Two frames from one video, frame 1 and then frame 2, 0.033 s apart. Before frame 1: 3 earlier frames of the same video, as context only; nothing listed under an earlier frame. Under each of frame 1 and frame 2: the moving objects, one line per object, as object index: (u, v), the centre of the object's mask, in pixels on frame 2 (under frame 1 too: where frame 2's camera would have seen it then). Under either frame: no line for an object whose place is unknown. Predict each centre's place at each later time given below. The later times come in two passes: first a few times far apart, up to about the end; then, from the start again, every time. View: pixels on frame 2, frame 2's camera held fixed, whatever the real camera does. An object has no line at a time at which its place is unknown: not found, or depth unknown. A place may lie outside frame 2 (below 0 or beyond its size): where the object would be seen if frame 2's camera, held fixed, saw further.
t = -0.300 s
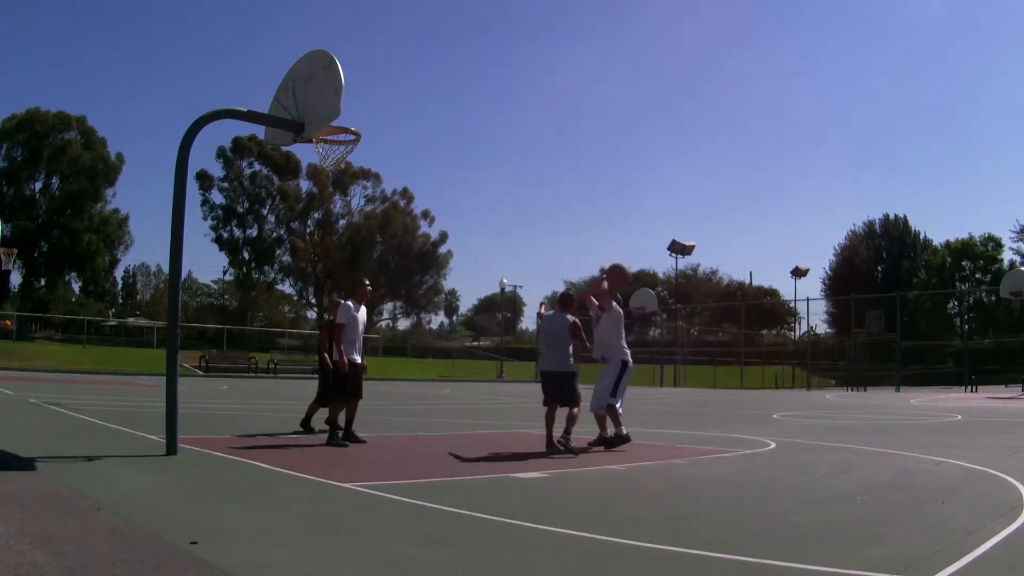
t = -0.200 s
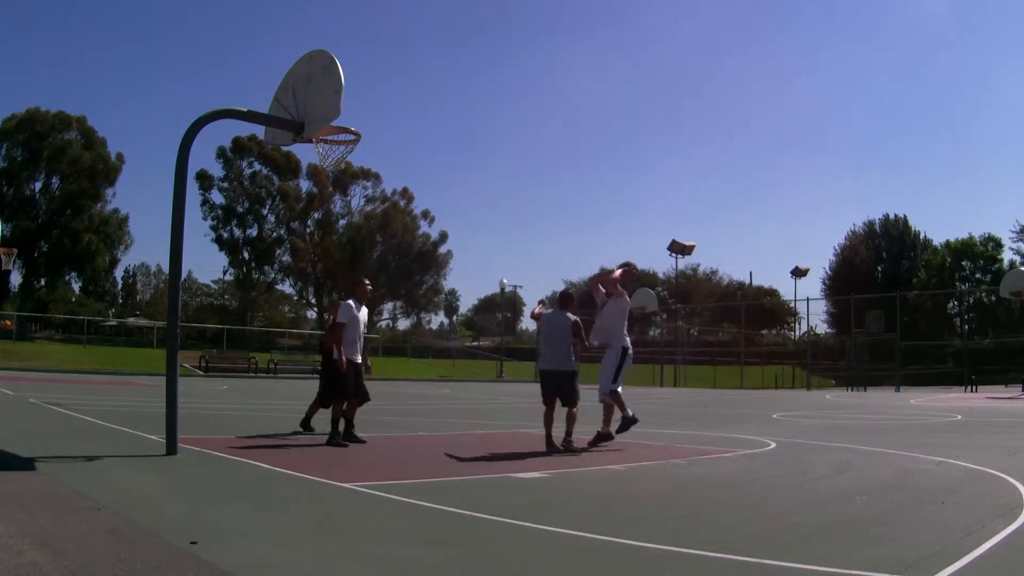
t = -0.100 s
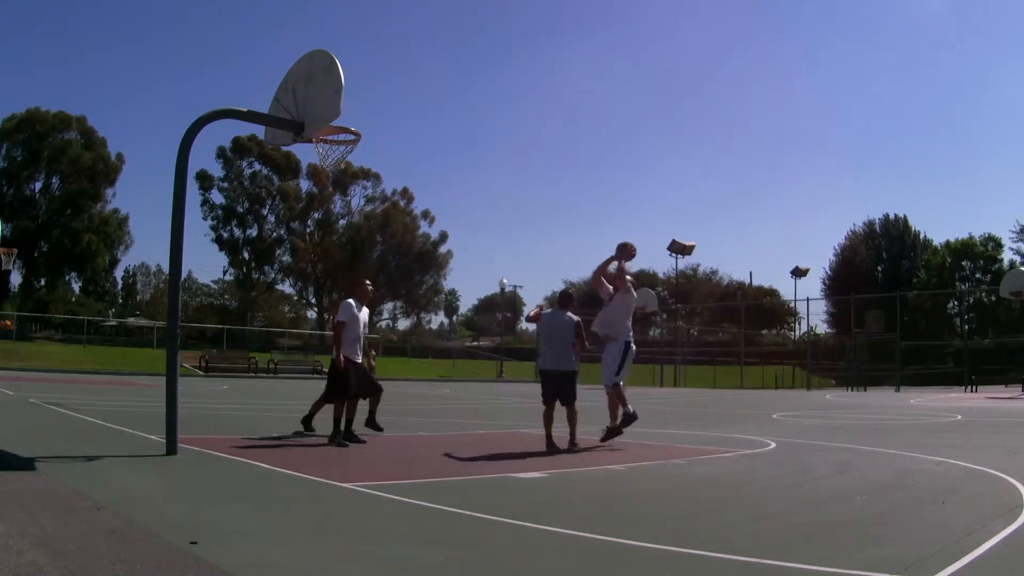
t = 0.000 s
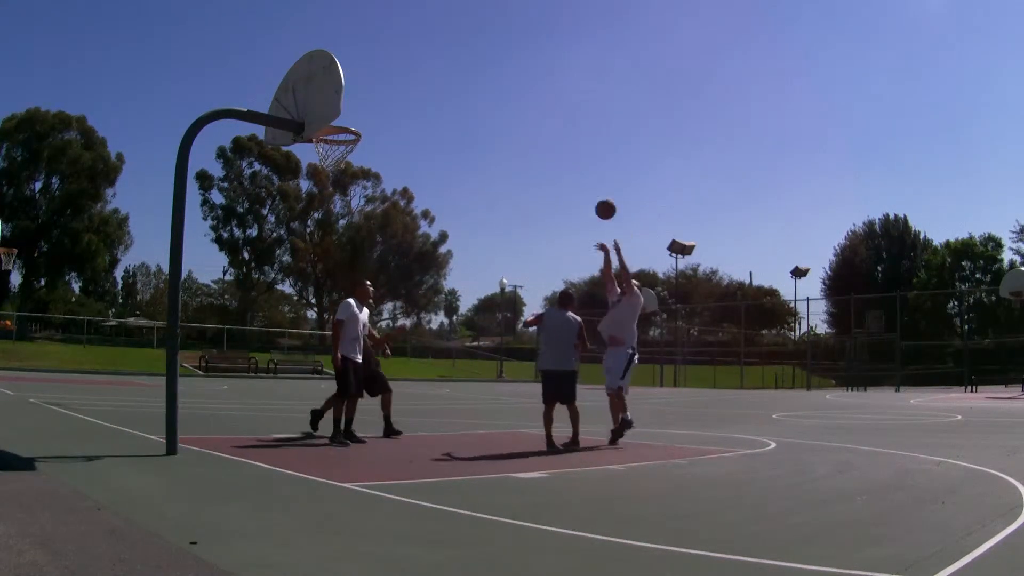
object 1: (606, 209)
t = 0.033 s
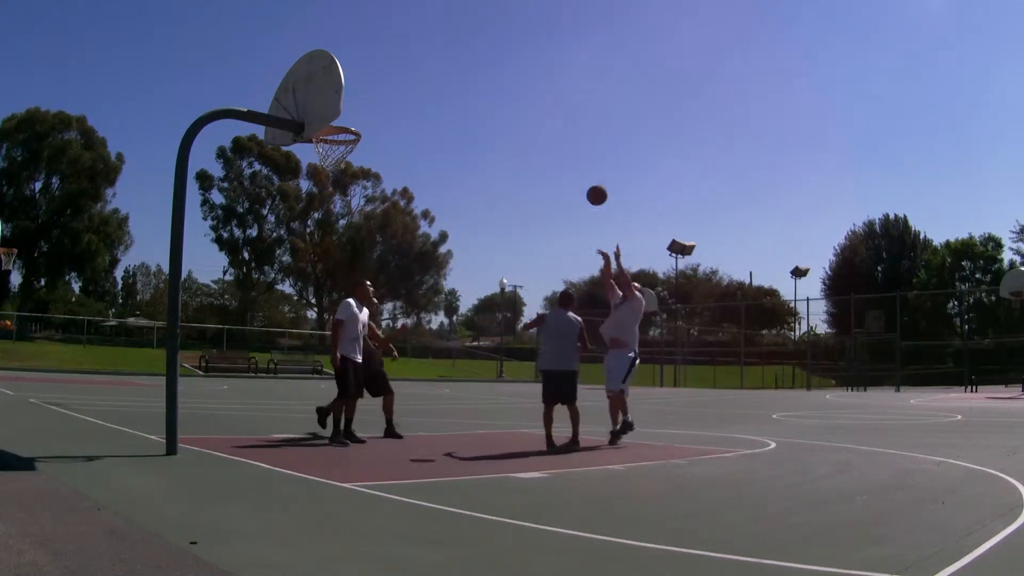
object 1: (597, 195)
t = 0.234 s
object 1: (542, 126)
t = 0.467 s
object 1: (474, 85)
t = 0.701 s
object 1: (399, 91)
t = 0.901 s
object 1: (327, 144)
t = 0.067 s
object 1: (588, 182)
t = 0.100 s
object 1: (579, 169)
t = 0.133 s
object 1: (570, 157)
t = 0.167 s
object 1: (561, 146)
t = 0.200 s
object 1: (552, 136)
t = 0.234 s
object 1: (542, 126)
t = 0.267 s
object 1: (533, 118)
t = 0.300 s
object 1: (524, 110)
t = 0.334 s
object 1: (514, 103)
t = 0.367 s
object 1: (504, 97)
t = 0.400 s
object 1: (494, 92)
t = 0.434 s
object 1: (484, 88)
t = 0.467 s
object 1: (474, 85)
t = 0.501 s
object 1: (464, 83)
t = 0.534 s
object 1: (453, 82)
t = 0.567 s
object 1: (443, 82)
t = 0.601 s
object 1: (432, 82)
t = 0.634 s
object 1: (421, 84)
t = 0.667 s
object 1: (410, 87)
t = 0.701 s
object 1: (399, 91)
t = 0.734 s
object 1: (388, 97)
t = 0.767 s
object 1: (376, 103)
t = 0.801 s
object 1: (364, 111)
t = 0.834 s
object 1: (352, 119)
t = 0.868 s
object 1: (338, 130)
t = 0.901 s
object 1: (327, 144)
